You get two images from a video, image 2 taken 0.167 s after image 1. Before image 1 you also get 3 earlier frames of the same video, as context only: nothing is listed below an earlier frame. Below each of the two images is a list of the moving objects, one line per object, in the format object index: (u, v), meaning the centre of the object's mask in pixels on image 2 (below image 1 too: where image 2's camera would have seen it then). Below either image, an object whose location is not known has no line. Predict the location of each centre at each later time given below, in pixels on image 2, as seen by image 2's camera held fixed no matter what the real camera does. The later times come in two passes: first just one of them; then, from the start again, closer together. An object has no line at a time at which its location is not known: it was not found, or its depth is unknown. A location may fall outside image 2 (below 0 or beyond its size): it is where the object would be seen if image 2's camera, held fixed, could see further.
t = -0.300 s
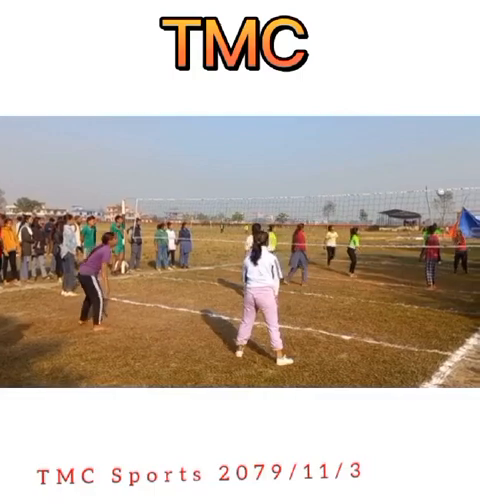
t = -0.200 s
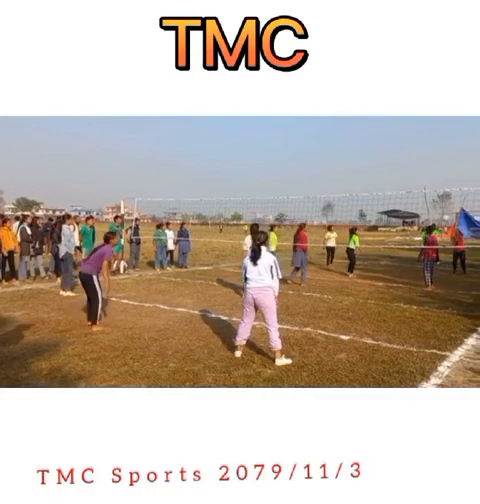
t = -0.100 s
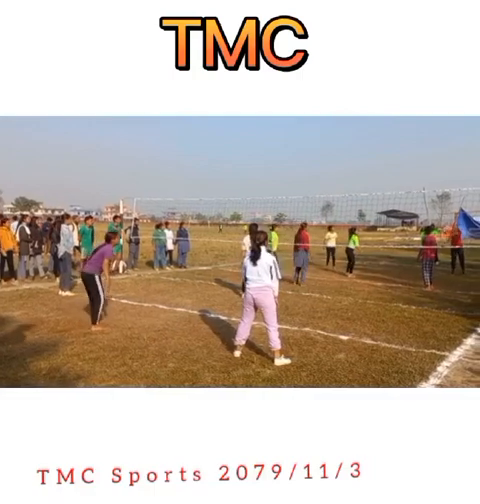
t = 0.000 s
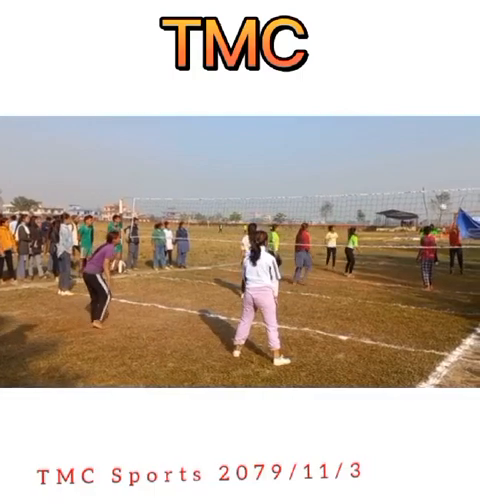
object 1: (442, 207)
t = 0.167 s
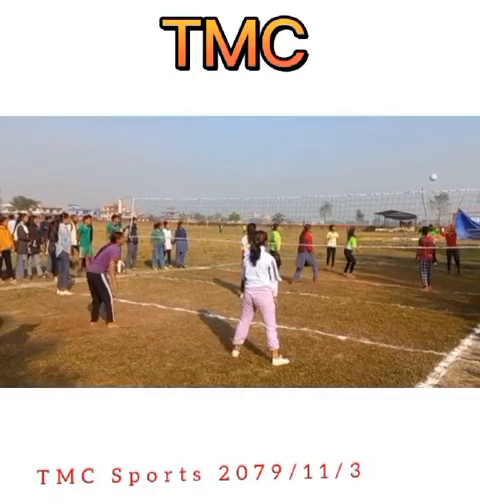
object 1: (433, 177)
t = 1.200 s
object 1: (368, 191)
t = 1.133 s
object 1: (373, 178)
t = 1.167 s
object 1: (370, 184)
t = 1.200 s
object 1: (368, 191)
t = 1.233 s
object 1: (366, 199)
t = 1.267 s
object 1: (364, 207)
